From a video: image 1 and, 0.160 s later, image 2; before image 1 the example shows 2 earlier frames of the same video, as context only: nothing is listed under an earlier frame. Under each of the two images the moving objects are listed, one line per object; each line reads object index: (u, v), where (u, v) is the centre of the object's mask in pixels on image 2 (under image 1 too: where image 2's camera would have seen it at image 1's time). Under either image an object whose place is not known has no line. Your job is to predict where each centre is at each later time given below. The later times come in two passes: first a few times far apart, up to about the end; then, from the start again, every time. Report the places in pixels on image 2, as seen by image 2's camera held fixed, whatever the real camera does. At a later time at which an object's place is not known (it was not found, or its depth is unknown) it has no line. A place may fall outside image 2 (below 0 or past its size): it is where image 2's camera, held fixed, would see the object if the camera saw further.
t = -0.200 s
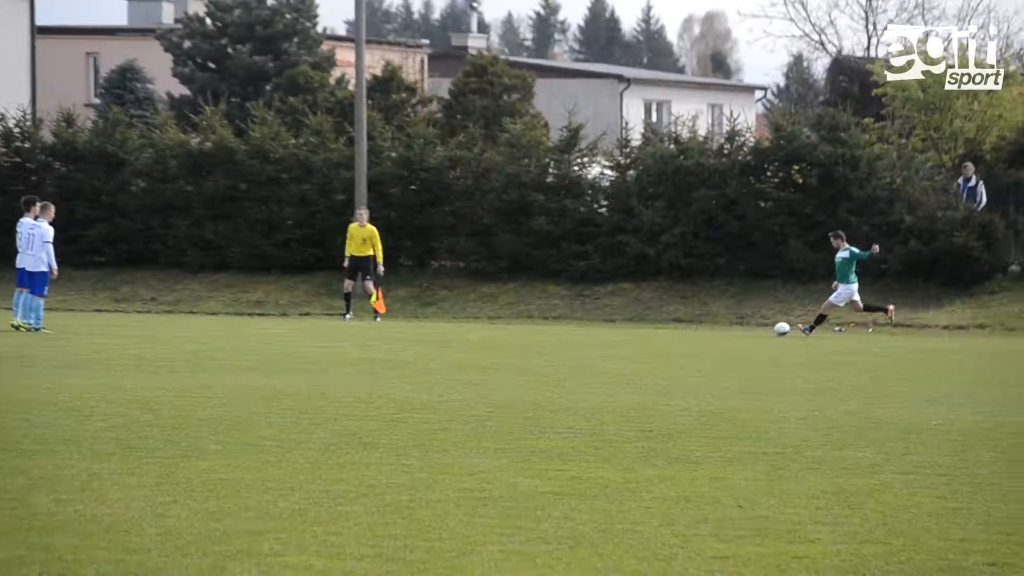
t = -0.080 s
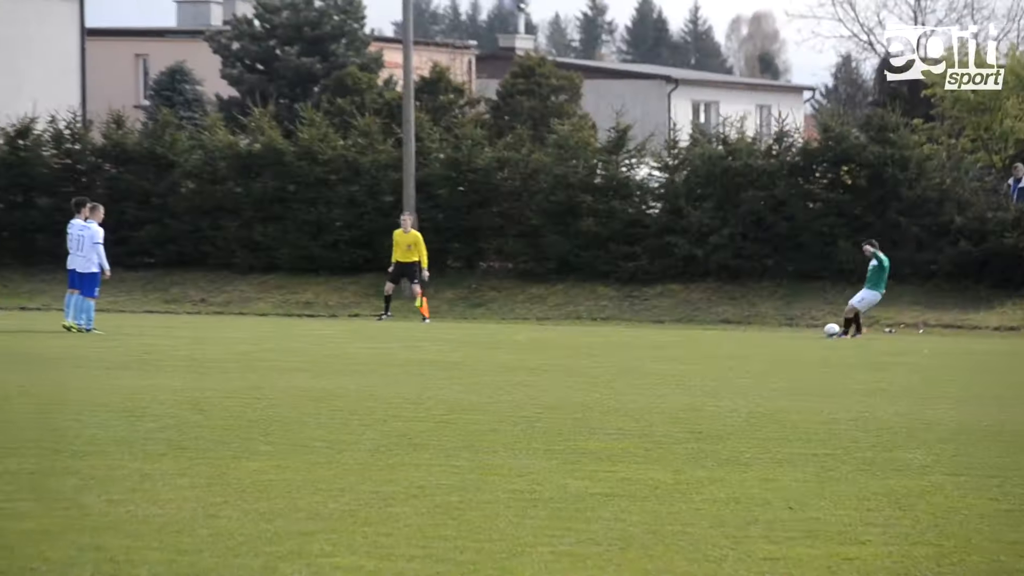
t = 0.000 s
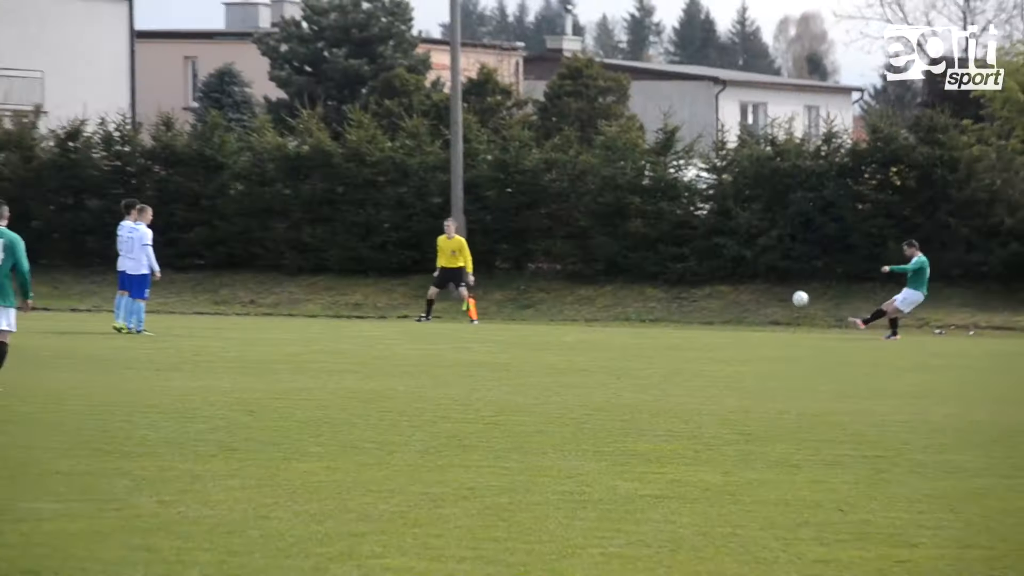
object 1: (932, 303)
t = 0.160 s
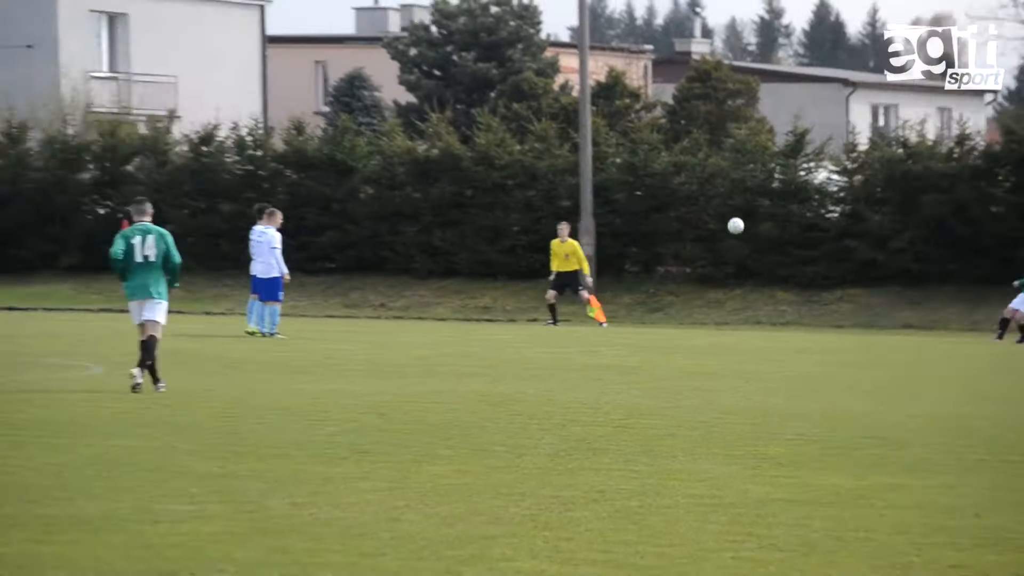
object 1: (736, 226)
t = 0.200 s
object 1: (689, 209)
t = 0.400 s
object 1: (458, 140)
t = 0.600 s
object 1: (231, 90)
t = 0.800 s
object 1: (-6, 63)
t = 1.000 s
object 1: (-264, 62)
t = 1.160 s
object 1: (-494, 86)
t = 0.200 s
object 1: (689, 209)
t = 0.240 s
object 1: (642, 193)
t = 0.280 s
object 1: (596, 178)
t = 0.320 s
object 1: (550, 165)
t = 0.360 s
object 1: (504, 152)
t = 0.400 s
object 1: (458, 140)
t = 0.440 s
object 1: (412, 128)
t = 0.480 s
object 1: (367, 118)
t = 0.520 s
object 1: (322, 108)
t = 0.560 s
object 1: (276, 99)
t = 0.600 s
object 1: (231, 90)
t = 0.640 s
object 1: (185, 83)
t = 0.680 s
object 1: (138, 76)
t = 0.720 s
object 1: (91, 71)
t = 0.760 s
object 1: (42, 67)
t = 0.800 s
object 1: (-6, 63)
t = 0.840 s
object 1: (-55, 61)
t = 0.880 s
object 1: (-106, 59)
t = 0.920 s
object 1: (-156, 57)
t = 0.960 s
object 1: (-209, 59)
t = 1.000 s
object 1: (-264, 62)
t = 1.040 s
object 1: (-318, 64)
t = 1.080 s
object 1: (-375, 69)
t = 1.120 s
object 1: (-433, 77)
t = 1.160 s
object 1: (-494, 86)
